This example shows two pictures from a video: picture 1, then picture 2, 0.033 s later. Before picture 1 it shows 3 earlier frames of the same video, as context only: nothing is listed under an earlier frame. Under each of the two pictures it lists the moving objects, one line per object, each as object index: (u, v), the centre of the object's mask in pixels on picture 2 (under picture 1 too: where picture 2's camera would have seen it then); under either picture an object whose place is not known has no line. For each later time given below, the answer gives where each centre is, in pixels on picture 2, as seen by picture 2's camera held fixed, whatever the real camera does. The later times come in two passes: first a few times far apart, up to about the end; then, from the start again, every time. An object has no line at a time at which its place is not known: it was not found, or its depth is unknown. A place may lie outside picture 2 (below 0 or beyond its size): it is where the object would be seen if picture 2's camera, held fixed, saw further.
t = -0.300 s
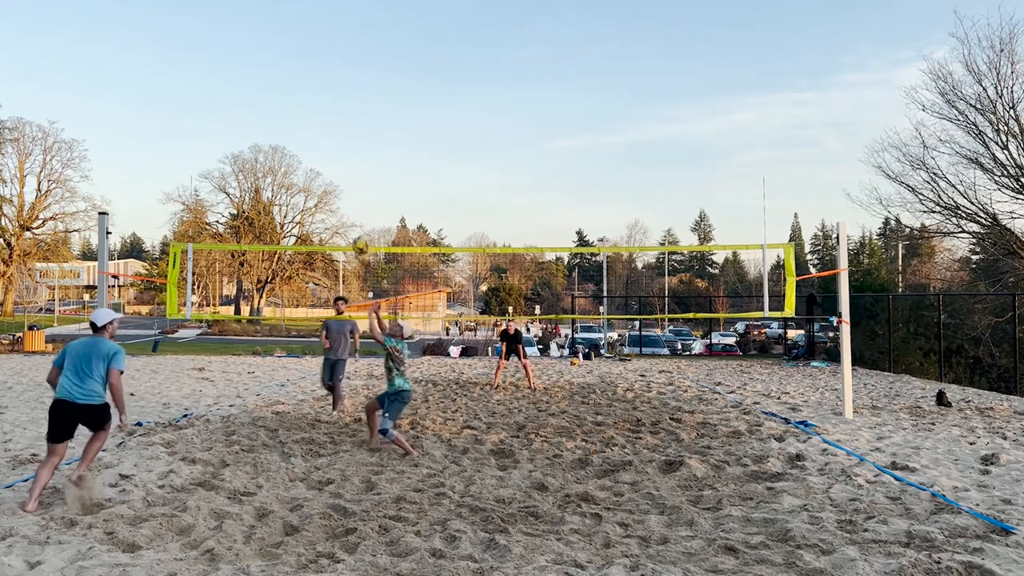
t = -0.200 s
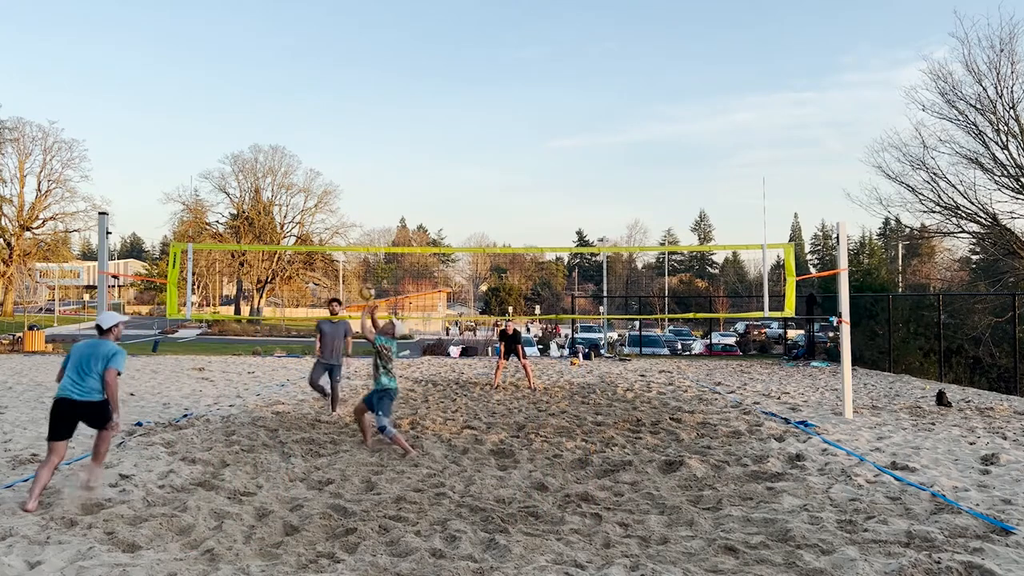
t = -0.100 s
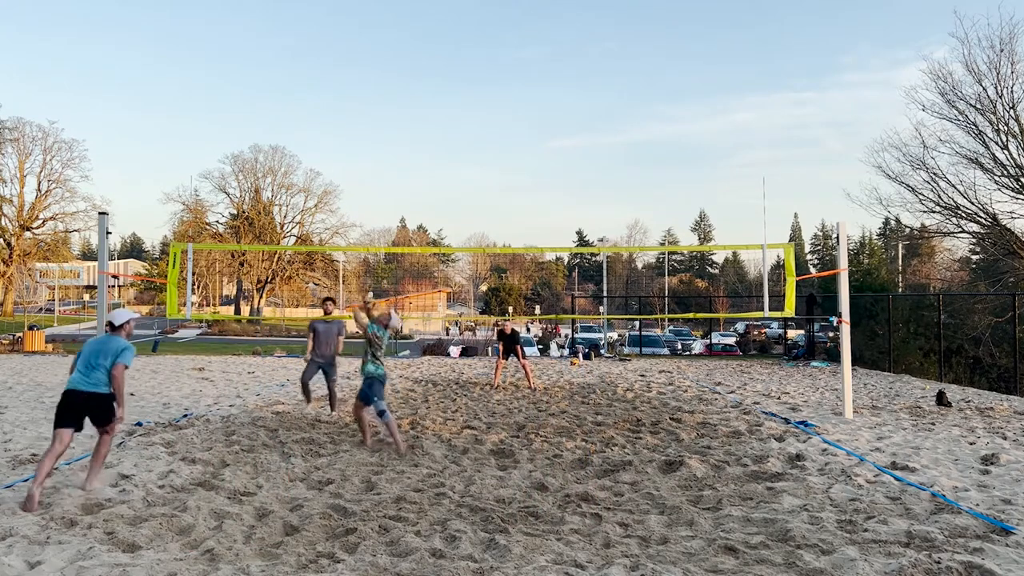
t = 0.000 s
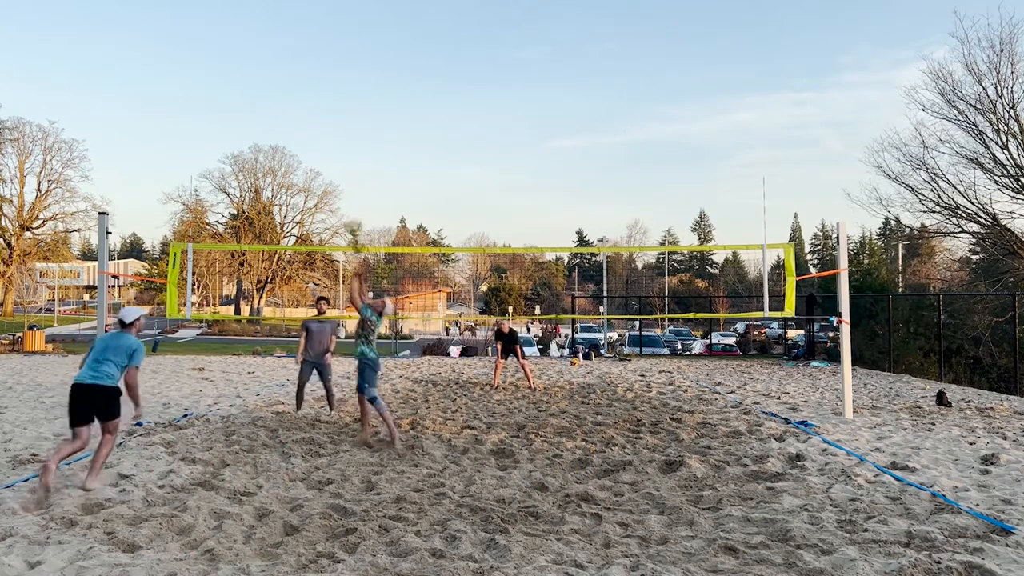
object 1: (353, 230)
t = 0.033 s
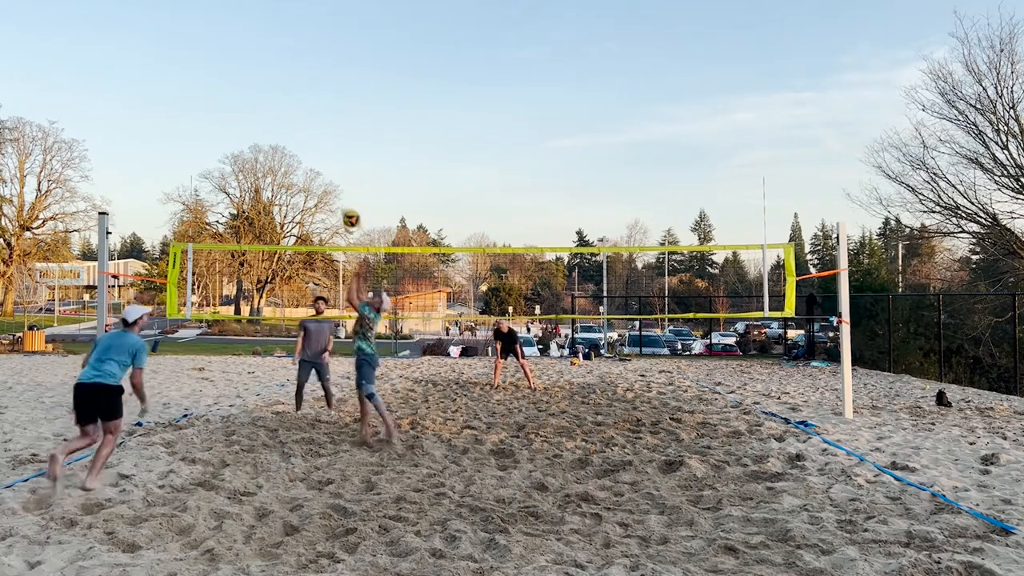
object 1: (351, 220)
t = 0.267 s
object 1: (326, 120)
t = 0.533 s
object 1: (299, 67)
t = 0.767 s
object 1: (276, 68)
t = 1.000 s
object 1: (254, 110)
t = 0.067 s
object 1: (347, 202)
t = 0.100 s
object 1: (344, 184)
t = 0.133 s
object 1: (340, 170)
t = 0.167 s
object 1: (336, 155)
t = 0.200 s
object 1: (333, 143)
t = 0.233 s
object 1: (330, 131)
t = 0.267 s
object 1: (326, 120)
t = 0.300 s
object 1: (323, 110)
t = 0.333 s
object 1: (320, 100)
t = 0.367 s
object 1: (316, 93)
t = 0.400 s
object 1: (313, 85)
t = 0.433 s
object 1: (310, 79)
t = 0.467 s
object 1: (306, 74)
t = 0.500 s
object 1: (303, 70)
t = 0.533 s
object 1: (299, 67)
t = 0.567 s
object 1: (296, 64)
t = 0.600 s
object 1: (292, 63)
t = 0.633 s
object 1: (289, 62)
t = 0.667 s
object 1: (286, 62)
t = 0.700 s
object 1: (282, 63)
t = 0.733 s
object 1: (279, 65)
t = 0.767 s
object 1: (276, 68)
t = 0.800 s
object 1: (273, 72)
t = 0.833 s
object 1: (270, 76)
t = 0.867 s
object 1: (266, 81)
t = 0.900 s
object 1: (264, 88)
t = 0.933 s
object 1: (260, 95)
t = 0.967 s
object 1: (257, 102)
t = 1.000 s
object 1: (254, 110)
